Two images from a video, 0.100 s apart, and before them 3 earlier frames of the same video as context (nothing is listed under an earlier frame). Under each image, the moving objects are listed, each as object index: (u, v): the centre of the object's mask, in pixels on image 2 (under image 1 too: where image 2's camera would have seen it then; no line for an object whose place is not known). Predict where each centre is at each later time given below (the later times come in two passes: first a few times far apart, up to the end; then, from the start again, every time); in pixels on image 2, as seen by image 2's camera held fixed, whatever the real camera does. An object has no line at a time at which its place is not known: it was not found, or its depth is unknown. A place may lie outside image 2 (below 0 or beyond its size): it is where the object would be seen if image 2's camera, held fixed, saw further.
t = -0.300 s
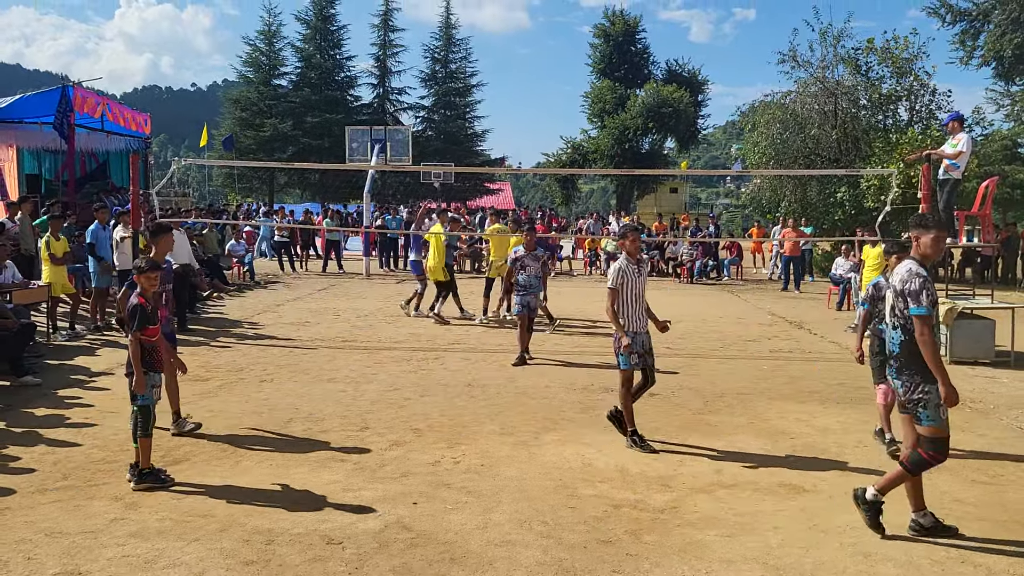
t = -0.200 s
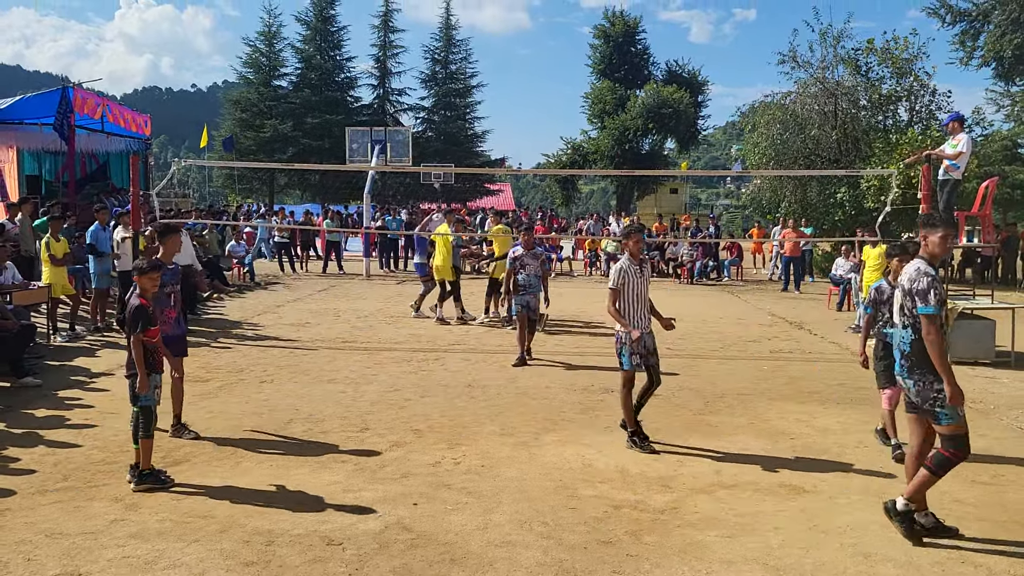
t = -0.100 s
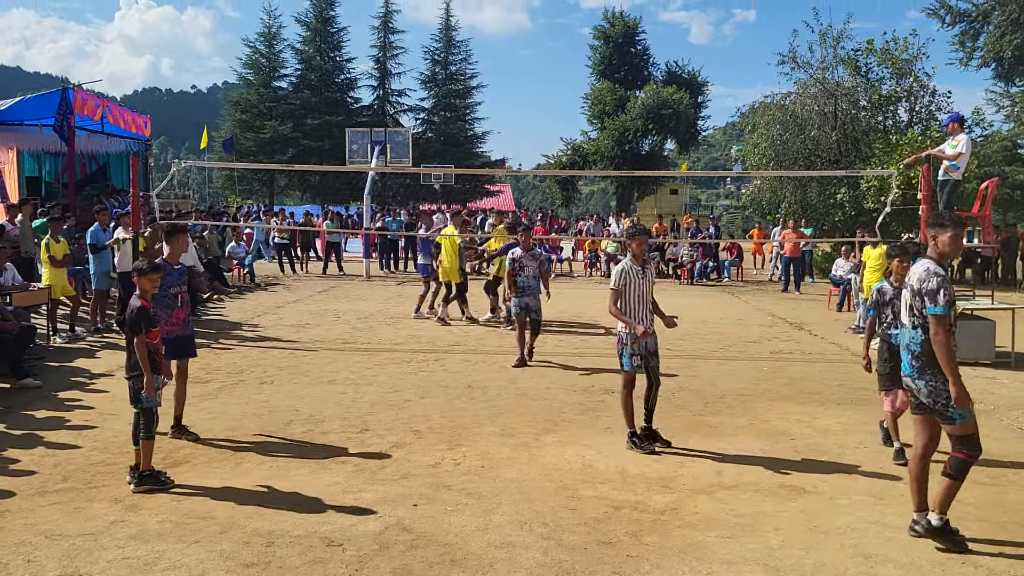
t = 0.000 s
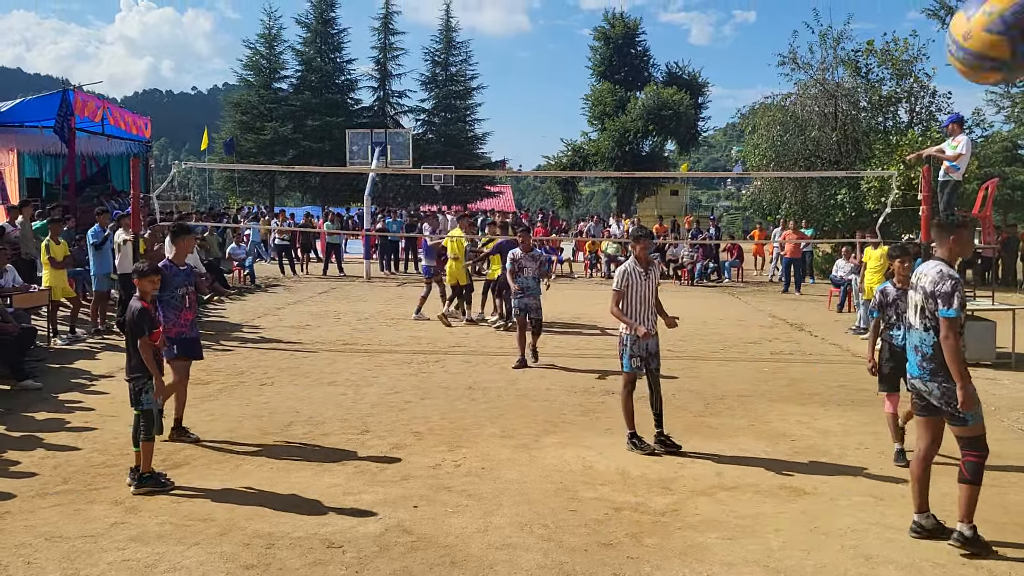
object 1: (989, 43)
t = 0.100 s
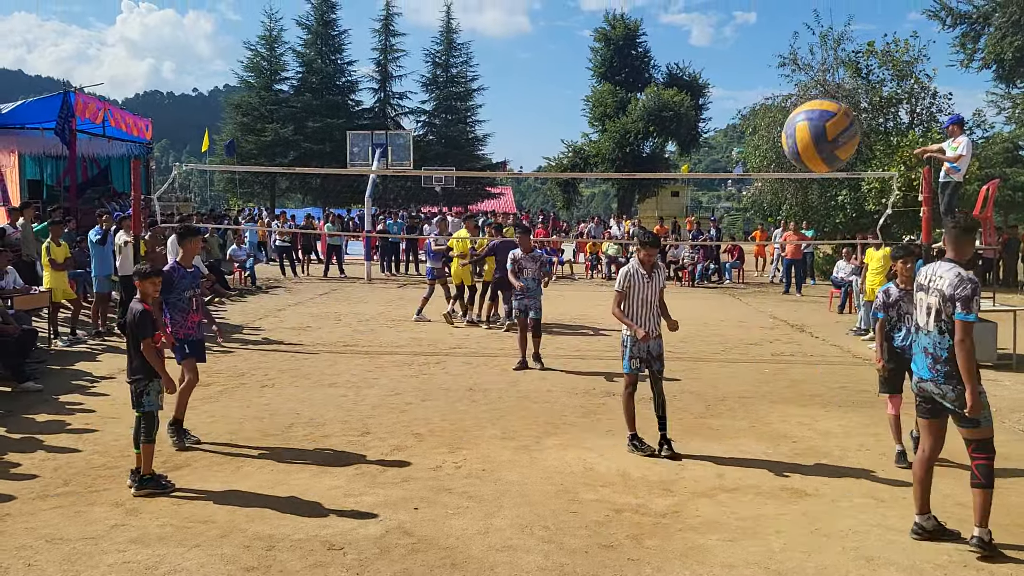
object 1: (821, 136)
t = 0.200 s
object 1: (711, 220)
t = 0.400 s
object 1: (583, 370)
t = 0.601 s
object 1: (508, 469)
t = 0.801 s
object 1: (465, 324)
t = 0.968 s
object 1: (433, 264)
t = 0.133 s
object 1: (779, 165)
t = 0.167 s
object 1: (742, 193)
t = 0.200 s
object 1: (711, 220)
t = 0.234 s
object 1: (684, 246)
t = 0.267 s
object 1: (659, 271)
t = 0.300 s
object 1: (636, 295)
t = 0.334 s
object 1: (618, 321)
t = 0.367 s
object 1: (600, 345)
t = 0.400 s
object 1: (583, 370)
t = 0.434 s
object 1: (567, 393)
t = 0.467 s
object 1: (553, 417)
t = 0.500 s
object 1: (540, 439)
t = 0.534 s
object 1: (528, 463)
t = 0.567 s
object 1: (516, 486)
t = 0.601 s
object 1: (508, 469)
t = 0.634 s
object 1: (501, 438)
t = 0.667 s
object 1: (493, 411)
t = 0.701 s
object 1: (485, 386)
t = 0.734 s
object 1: (479, 363)
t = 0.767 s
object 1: (472, 342)
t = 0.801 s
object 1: (465, 324)
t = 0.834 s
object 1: (458, 309)
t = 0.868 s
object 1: (452, 295)
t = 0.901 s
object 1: (447, 283)
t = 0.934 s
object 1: (440, 272)
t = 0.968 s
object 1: (433, 264)
